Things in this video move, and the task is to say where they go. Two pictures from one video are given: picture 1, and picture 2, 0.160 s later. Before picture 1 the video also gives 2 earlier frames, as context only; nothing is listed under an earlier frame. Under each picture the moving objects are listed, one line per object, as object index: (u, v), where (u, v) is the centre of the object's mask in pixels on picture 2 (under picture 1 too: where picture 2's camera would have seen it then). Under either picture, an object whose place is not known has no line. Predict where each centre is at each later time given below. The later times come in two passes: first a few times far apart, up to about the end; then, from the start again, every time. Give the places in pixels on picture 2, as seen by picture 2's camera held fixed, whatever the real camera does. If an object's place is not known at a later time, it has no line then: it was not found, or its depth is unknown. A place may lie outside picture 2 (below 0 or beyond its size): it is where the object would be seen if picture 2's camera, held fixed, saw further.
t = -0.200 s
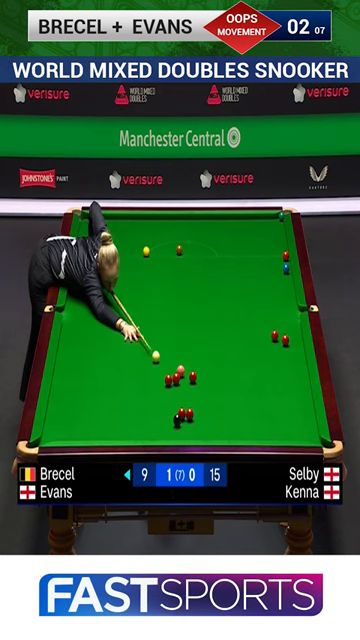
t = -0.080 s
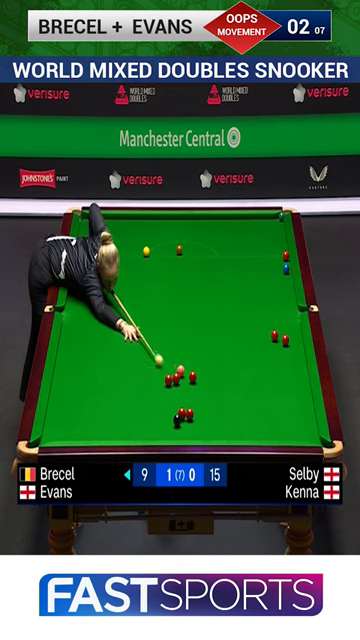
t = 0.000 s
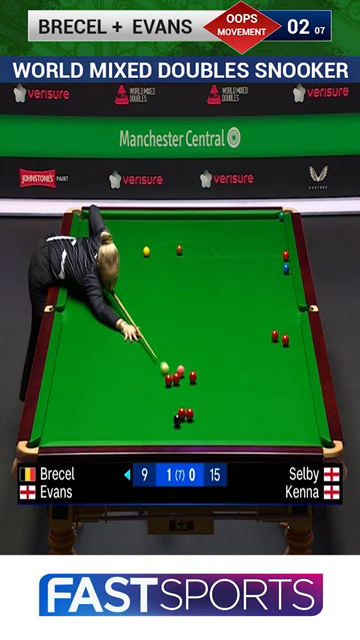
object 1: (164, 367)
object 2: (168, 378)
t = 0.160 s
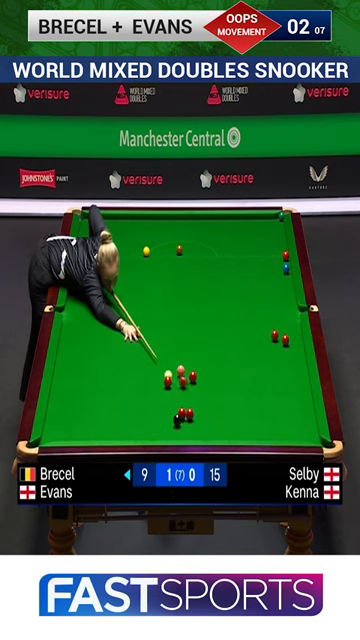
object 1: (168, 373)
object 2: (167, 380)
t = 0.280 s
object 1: (165, 375)
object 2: (166, 382)
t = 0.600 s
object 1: (160, 377)
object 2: (164, 389)
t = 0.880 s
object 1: (156, 379)
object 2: (163, 394)
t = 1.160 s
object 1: (152, 380)
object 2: (161, 398)
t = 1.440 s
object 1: (150, 380)
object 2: (160, 403)
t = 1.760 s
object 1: (148, 381)
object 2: (158, 406)
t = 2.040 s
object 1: (146, 381)
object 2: (157, 410)
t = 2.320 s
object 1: (146, 381)
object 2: (155, 413)
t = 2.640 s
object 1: (146, 381)
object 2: (154, 415)
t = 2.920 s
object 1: (146, 381)
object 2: (154, 417)
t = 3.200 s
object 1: (146, 381)
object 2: (153, 418)
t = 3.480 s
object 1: (146, 381)
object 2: (153, 419)
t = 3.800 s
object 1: (146, 381)
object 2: (153, 419)
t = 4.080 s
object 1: (146, 381)
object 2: (153, 419)
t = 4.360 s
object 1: (146, 381)
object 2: (153, 419)
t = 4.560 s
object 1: (146, 381)
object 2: (153, 419)
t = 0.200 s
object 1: (167, 373)
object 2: (167, 381)
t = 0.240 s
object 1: (166, 374)
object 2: (166, 382)
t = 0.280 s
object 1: (165, 375)
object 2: (166, 382)
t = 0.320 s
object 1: (165, 375)
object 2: (166, 383)
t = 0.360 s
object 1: (164, 375)
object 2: (166, 384)
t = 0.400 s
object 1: (163, 376)
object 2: (166, 385)
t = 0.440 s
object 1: (163, 376)
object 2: (165, 386)
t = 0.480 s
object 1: (162, 377)
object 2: (165, 387)
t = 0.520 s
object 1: (161, 377)
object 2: (165, 388)
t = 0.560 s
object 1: (160, 377)
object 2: (165, 388)
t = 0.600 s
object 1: (160, 377)
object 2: (164, 389)
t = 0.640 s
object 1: (159, 378)
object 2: (164, 389)
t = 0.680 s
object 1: (159, 377)
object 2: (164, 390)
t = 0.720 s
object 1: (158, 378)
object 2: (164, 391)
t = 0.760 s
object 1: (157, 378)
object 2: (163, 392)
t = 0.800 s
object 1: (157, 378)
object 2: (163, 392)
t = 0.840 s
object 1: (156, 378)
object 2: (163, 393)
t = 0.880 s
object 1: (156, 379)
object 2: (163, 394)
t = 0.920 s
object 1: (155, 379)
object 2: (163, 394)
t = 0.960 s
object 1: (155, 379)
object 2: (162, 395)
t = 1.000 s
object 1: (154, 379)
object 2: (162, 396)
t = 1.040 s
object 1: (154, 379)
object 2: (162, 396)
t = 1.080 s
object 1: (153, 380)
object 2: (162, 397)
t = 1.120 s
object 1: (153, 380)
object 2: (161, 398)
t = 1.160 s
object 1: (152, 380)
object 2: (161, 398)
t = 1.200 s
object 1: (152, 380)
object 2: (161, 399)
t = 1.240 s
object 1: (152, 380)
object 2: (161, 400)
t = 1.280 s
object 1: (151, 380)
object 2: (160, 400)
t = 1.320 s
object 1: (151, 380)
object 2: (160, 401)
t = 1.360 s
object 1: (151, 380)
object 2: (160, 401)
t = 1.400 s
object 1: (150, 380)
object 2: (160, 402)
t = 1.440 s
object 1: (150, 380)
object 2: (160, 403)
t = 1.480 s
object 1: (149, 380)
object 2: (160, 403)
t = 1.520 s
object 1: (149, 381)
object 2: (159, 404)
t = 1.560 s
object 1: (149, 381)
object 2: (159, 404)
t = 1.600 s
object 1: (149, 381)
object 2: (159, 405)
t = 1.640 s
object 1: (148, 381)
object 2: (158, 406)
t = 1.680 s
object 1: (148, 381)
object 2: (158, 406)
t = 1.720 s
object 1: (148, 381)
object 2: (158, 406)
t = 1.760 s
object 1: (148, 381)
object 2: (158, 406)
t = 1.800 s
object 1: (147, 381)
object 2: (158, 407)
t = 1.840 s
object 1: (147, 381)
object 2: (158, 408)
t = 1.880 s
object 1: (147, 381)
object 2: (158, 408)
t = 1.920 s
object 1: (147, 381)
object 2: (157, 409)
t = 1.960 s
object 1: (147, 381)
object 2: (157, 409)
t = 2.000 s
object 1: (147, 381)
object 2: (157, 409)
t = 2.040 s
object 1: (146, 381)
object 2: (157, 410)
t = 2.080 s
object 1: (146, 381)
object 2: (156, 411)
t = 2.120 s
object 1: (146, 381)
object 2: (156, 411)
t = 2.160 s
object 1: (146, 381)
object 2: (156, 411)
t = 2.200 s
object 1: (146, 381)
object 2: (156, 411)
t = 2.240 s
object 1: (146, 381)
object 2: (156, 412)
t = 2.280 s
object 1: (146, 381)
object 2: (156, 412)
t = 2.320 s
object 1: (146, 381)
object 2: (155, 413)
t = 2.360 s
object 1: (146, 381)
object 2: (155, 413)
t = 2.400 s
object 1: (146, 381)
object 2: (155, 413)
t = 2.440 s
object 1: (146, 381)
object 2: (155, 413)
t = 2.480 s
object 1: (146, 381)
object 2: (155, 414)
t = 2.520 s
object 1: (146, 381)
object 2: (155, 414)
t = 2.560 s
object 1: (146, 381)
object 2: (155, 415)
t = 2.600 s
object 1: (146, 381)
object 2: (155, 415)
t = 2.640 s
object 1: (146, 381)
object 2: (154, 415)
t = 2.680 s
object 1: (146, 381)
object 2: (155, 415)
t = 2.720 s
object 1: (146, 381)
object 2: (154, 415)
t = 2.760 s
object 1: (146, 381)
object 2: (154, 415)
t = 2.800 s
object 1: (146, 381)
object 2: (154, 416)
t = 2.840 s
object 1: (146, 381)
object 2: (154, 416)
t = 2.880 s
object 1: (146, 381)
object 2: (154, 417)
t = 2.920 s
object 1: (146, 381)
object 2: (154, 417)
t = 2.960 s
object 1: (146, 381)
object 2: (154, 417)
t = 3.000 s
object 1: (146, 381)
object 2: (154, 417)
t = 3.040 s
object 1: (146, 381)
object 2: (153, 418)
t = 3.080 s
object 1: (146, 381)
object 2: (154, 418)
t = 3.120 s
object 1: (146, 381)
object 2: (154, 419)
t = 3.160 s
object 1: (146, 381)
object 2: (153, 418)
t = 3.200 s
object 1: (146, 381)
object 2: (153, 418)
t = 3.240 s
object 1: (146, 381)
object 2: (153, 419)
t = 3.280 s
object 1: (146, 381)
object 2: (153, 419)
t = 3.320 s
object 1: (146, 381)
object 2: (153, 419)
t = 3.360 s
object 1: (146, 381)
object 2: (153, 419)
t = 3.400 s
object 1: (146, 381)
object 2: (153, 419)
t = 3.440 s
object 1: (146, 381)
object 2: (153, 419)
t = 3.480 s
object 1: (146, 381)
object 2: (153, 419)
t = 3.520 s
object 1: (146, 381)
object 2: (153, 419)
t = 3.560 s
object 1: (146, 381)
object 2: (153, 419)
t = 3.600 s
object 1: (146, 381)
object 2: (153, 419)
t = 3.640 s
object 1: (146, 381)
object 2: (153, 419)
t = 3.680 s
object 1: (146, 381)
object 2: (153, 419)
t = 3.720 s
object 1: (146, 381)
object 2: (153, 419)
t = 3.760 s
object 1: (146, 381)
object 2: (153, 419)
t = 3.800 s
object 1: (146, 381)
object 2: (153, 419)
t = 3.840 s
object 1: (146, 381)
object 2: (153, 419)
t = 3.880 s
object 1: (146, 381)
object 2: (153, 419)
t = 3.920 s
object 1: (146, 381)
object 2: (153, 419)
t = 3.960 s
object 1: (146, 381)
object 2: (153, 419)
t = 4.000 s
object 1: (146, 381)
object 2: (153, 419)
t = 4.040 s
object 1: (146, 381)
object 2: (153, 419)
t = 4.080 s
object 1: (146, 381)
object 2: (153, 419)
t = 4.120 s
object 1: (146, 381)
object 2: (153, 419)
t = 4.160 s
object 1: (146, 381)
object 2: (153, 419)
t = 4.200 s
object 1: (146, 381)
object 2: (153, 419)
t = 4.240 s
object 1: (146, 381)
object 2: (153, 419)
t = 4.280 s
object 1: (146, 381)
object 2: (153, 419)
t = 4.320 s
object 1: (146, 381)
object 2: (153, 419)
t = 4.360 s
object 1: (146, 381)
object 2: (153, 419)
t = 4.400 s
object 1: (146, 381)
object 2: (153, 419)
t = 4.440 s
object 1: (146, 381)
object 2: (153, 419)
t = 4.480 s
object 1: (146, 381)
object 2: (153, 419)
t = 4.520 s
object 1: (146, 381)
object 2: (153, 419)
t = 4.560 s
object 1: (146, 381)
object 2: (153, 419)
